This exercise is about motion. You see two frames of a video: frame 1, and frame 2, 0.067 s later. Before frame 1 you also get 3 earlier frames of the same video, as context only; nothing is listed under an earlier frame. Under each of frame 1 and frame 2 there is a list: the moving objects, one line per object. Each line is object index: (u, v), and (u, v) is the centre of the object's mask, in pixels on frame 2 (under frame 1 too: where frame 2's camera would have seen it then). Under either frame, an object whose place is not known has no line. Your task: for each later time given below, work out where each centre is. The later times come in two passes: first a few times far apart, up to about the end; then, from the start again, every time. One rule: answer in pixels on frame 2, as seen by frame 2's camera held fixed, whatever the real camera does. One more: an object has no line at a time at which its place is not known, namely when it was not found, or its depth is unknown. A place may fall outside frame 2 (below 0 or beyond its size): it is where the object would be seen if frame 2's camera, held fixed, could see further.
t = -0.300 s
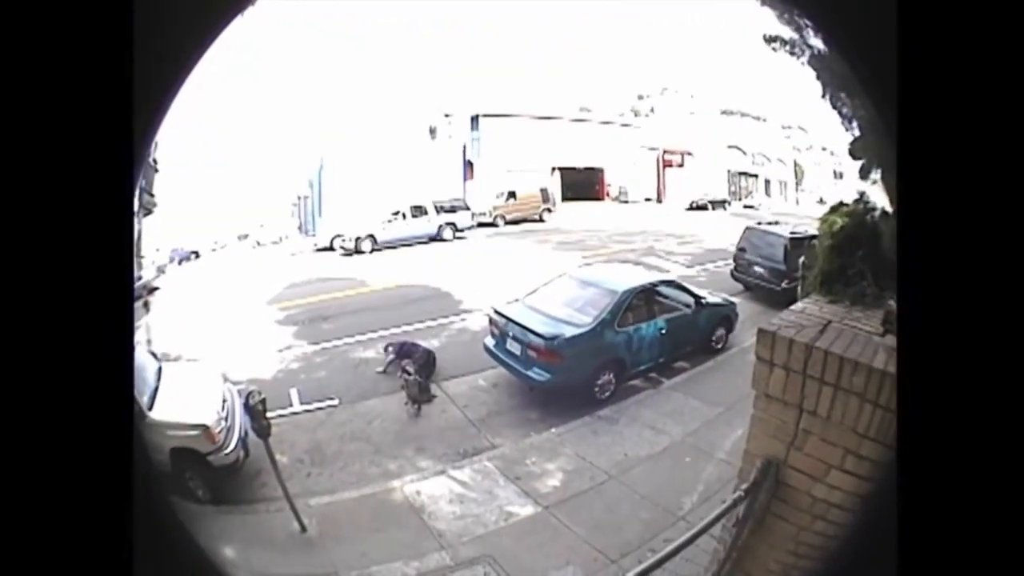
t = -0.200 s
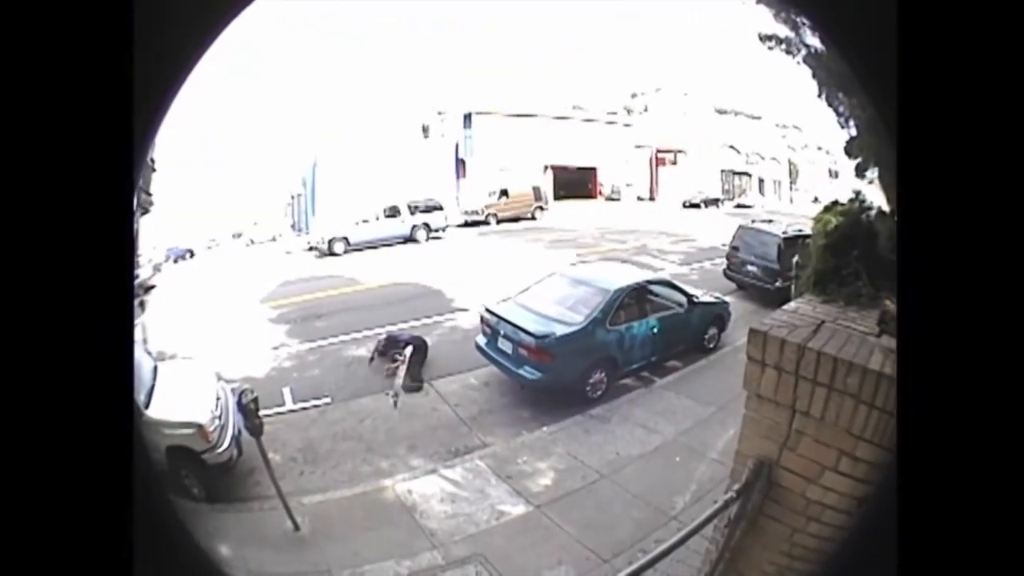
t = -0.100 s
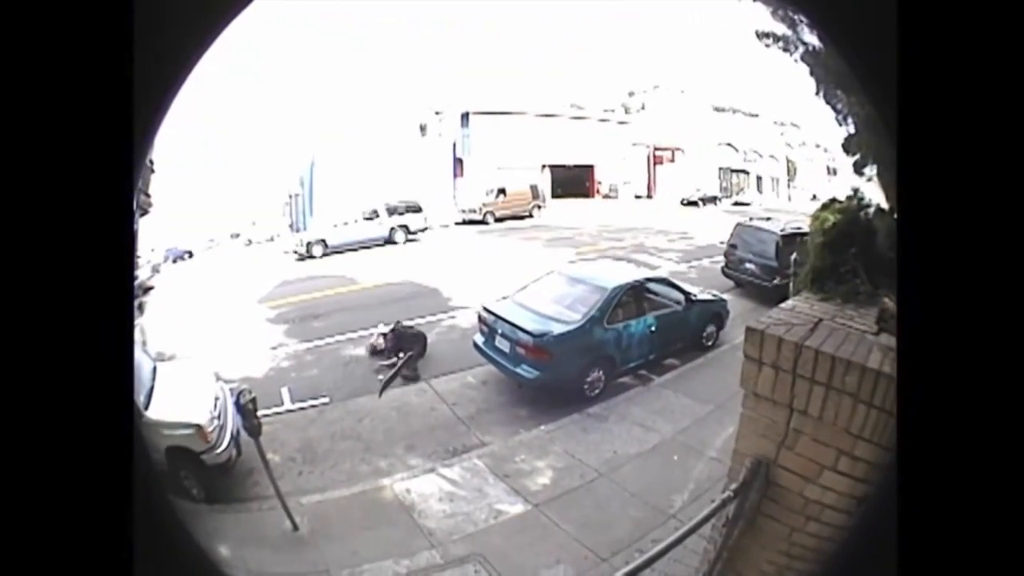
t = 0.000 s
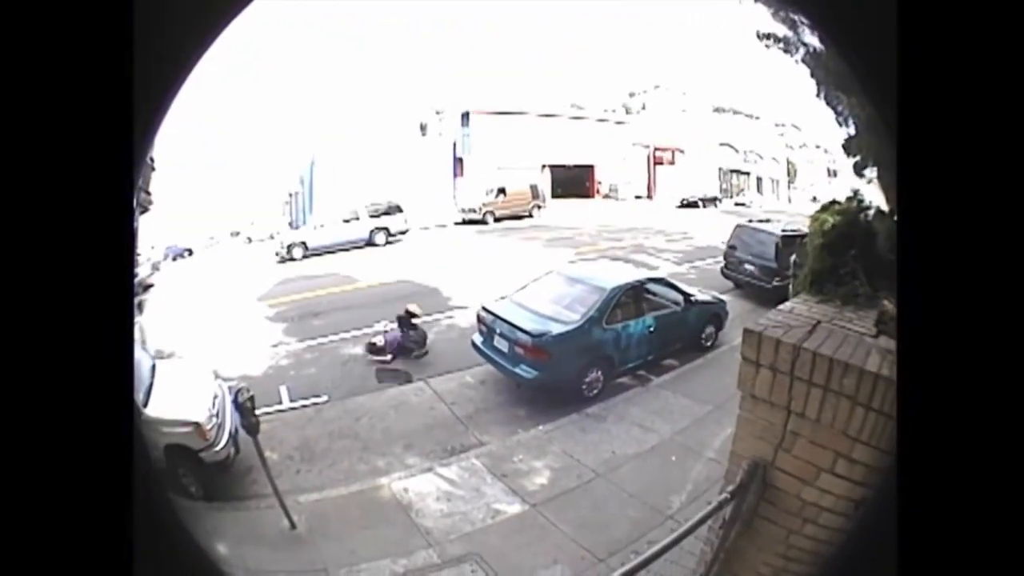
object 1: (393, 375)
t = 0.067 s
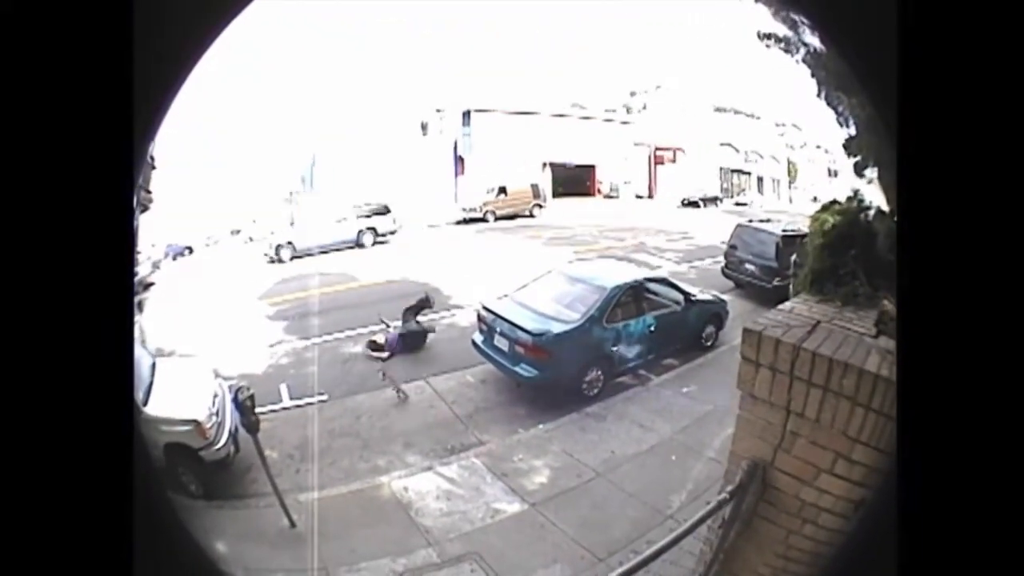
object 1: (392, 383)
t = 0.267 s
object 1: (388, 387)
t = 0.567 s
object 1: (385, 394)
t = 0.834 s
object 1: (373, 394)
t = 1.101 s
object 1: (366, 392)
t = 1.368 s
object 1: (360, 387)
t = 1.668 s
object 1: (358, 388)
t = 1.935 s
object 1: (357, 389)
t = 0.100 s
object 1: (391, 382)
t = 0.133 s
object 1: (386, 378)
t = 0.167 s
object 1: (385, 379)
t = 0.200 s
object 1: (383, 381)
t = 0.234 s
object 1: (382, 383)
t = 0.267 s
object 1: (388, 387)
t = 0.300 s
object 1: (387, 390)
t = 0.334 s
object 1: (386, 392)
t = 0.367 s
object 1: (384, 390)
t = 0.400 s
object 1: (382, 389)
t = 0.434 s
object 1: (382, 389)
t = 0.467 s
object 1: (381, 390)
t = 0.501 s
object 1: (381, 392)
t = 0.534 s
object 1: (383, 393)
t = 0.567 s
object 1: (385, 394)
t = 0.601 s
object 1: (382, 394)
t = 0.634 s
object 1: (381, 394)
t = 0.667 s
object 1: (378, 396)
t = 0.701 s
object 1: (377, 396)
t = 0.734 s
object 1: (377, 395)
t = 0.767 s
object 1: (376, 395)
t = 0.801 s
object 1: (374, 394)
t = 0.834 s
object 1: (373, 394)
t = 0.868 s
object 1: (372, 394)
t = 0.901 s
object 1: (370, 394)
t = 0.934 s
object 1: (369, 393)
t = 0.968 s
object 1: (368, 393)
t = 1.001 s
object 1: (367, 393)
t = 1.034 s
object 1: (367, 392)
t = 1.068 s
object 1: (366, 392)
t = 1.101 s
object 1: (366, 392)
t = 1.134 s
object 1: (364, 391)
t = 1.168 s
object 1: (363, 391)
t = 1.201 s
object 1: (362, 391)
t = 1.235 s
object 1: (362, 390)
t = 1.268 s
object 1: (362, 390)
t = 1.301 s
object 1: (361, 390)
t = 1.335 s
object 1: (361, 388)
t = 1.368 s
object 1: (360, 387)
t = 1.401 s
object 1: (360, 386)
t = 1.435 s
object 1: (359, 387)
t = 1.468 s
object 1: (359, 388)
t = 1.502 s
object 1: (359, 387)
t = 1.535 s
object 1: (359, 388)
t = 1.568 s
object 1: (358, 388)
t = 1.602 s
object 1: (358, 388)
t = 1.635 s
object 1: (358, 388)
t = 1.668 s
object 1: (358, 388)
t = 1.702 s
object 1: (357, 388)
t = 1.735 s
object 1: (357, 388)
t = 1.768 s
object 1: (357, 388)
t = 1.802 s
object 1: (357, 389)
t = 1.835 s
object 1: (357, 389)
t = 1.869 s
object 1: (357, 389)
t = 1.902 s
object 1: (357, 389)
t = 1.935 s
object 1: (357, 389)
